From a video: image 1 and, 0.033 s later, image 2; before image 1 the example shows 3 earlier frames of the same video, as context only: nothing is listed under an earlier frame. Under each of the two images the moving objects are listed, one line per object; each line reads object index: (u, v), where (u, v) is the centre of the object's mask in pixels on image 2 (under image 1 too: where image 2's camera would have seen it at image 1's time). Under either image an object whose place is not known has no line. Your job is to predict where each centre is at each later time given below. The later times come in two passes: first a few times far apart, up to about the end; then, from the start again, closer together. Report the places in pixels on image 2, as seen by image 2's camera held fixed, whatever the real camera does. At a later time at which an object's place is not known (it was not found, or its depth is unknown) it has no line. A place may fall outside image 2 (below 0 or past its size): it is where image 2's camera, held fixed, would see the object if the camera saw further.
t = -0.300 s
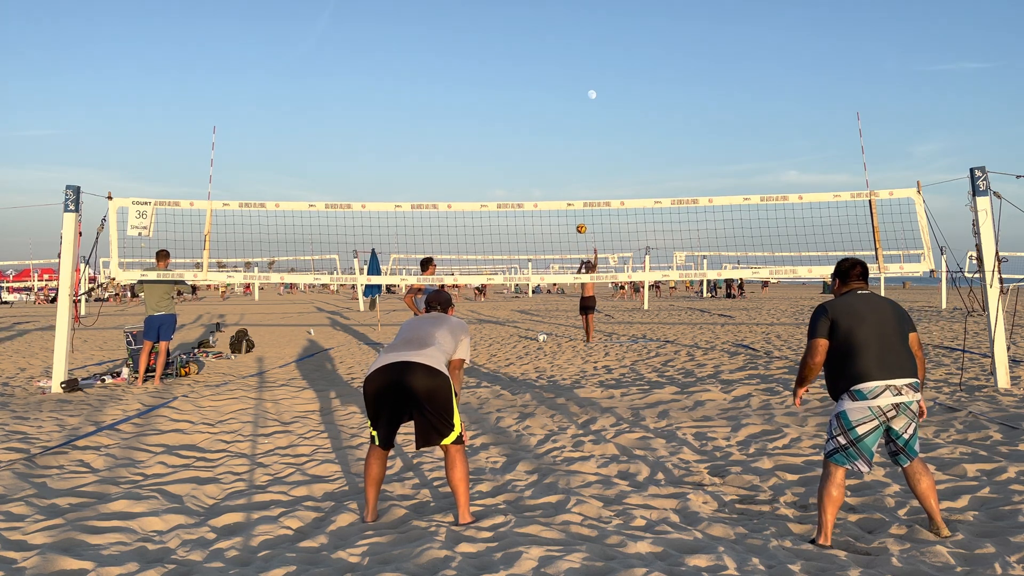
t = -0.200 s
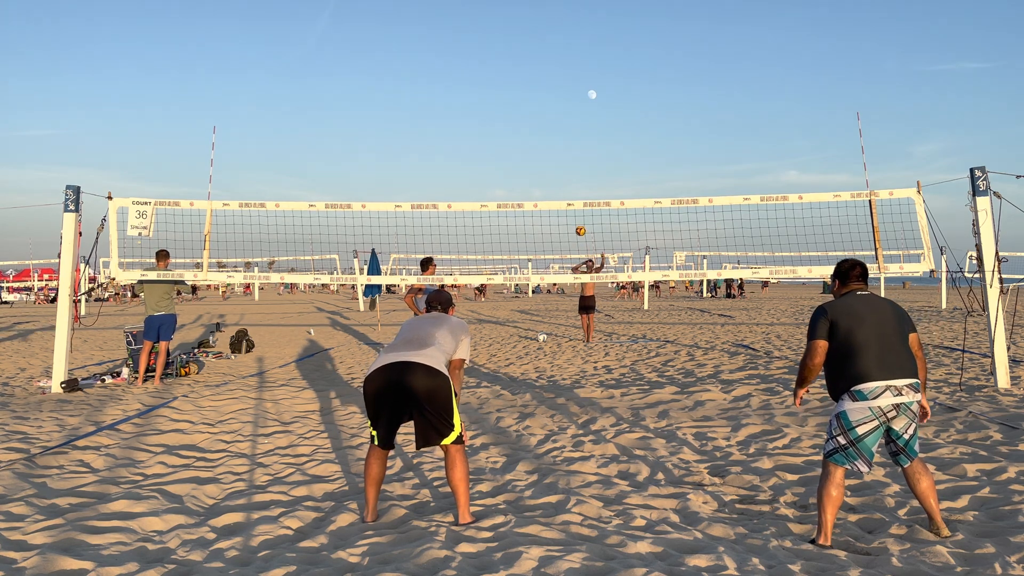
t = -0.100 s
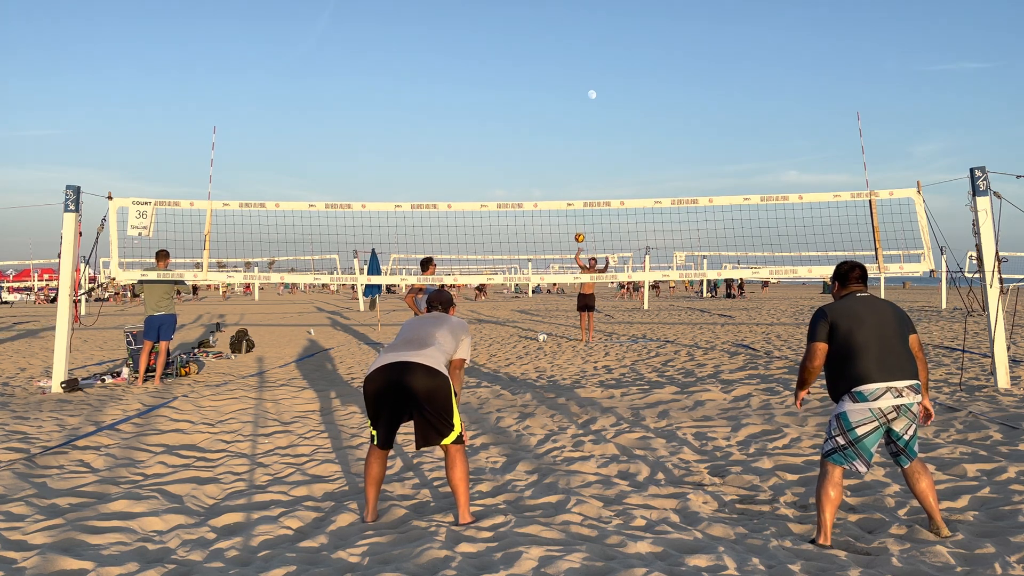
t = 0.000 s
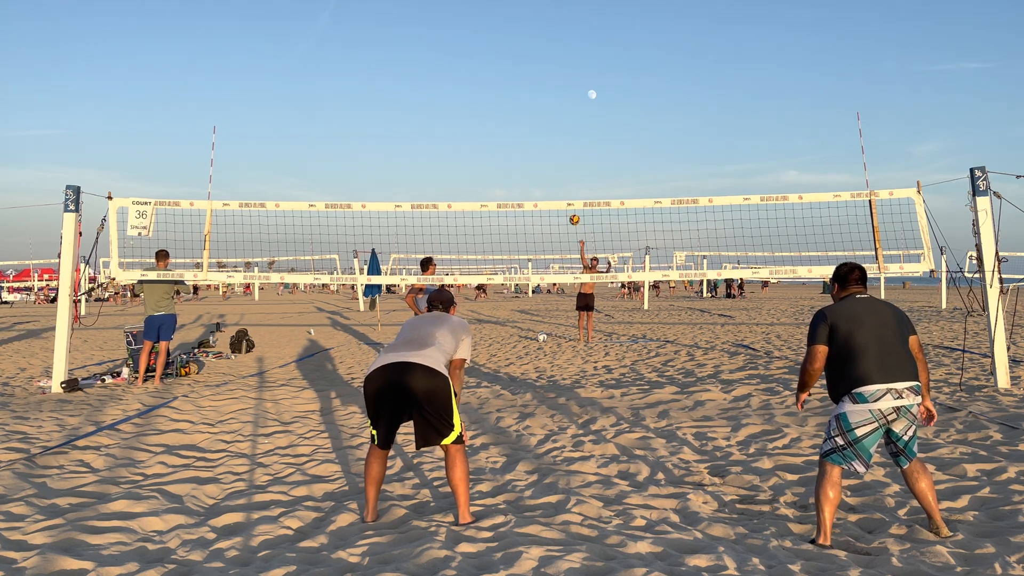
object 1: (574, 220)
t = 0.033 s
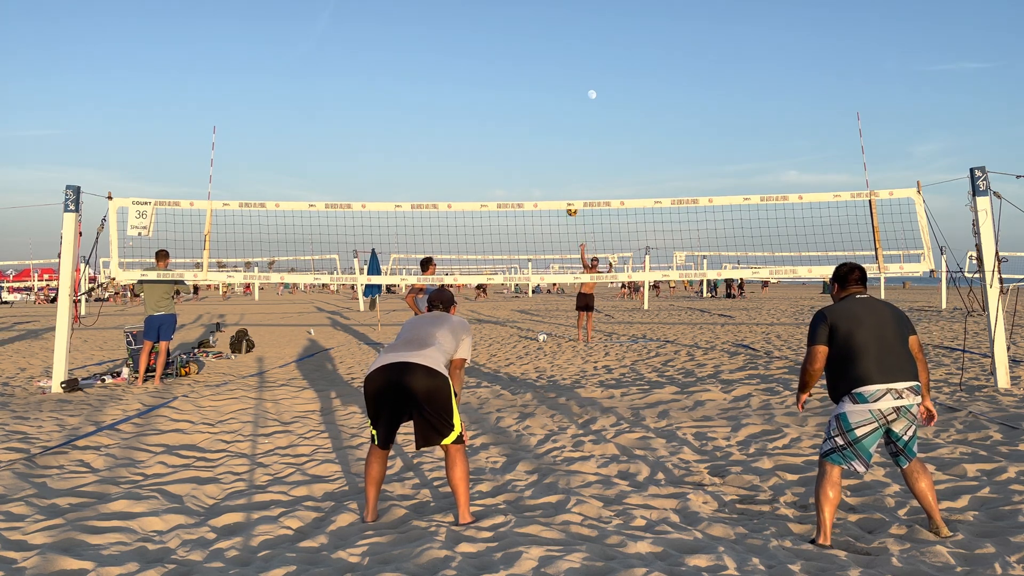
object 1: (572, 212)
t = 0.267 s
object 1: (551, 154)
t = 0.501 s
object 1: (522, 113)
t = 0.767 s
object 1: (478, 105)
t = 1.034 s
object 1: (414, 164)
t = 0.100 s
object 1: (567, 194)
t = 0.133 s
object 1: (564, 185)
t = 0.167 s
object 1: (561, 177)
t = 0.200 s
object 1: (558, 169)
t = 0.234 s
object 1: (555, 162)
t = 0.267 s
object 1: (551, 154)
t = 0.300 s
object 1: (548, 147)
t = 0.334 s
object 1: (544, 141)
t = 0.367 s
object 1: (540, 134)
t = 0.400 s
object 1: (536, 128)
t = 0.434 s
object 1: (532, 123)
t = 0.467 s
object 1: (527, 118)
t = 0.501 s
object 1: (522, 113)
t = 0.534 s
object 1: (518, 109)
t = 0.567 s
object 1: (513, 106)
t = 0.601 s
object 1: (507, 104)
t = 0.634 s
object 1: (502, 102)
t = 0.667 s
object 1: (497, 101)
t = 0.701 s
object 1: (491, 101)
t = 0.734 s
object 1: (485, 102)
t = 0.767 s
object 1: (478, 105)
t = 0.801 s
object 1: (471, 108)
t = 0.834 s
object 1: (464, 112)
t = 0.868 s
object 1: (457, 118)
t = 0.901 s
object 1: (449, 124)
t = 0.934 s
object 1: (441, 132)
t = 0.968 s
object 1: (433, 141)
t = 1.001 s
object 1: (424, 151)
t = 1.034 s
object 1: (414, 164)
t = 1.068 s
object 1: (404, 177)
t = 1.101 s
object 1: (394, 193)
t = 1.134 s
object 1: (383, 210)
